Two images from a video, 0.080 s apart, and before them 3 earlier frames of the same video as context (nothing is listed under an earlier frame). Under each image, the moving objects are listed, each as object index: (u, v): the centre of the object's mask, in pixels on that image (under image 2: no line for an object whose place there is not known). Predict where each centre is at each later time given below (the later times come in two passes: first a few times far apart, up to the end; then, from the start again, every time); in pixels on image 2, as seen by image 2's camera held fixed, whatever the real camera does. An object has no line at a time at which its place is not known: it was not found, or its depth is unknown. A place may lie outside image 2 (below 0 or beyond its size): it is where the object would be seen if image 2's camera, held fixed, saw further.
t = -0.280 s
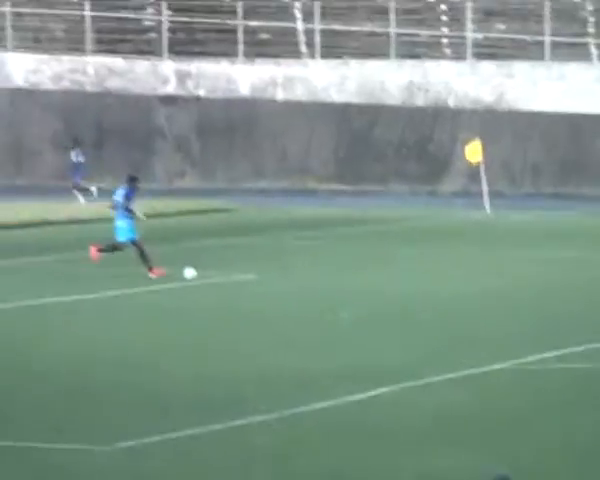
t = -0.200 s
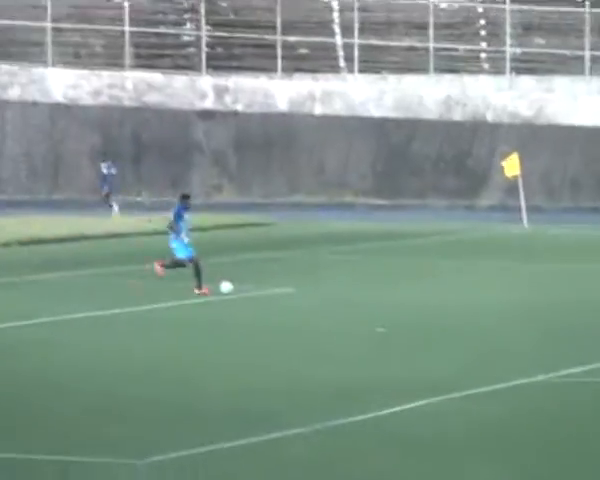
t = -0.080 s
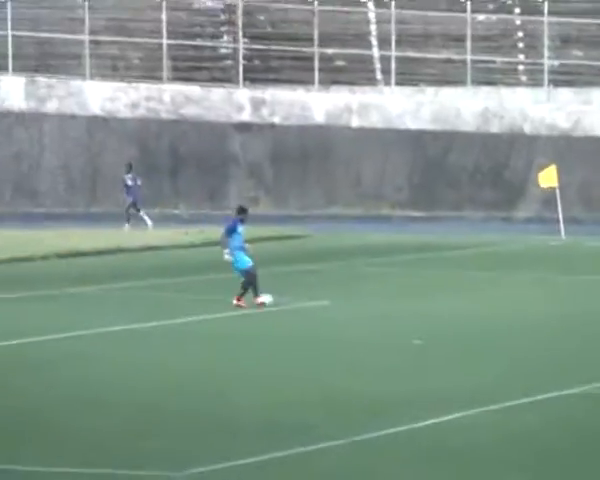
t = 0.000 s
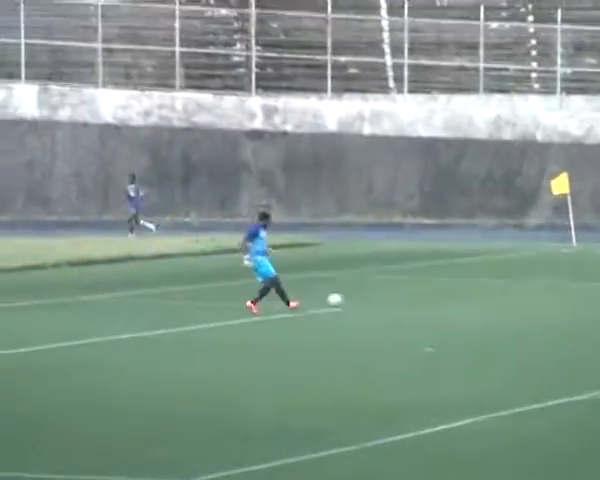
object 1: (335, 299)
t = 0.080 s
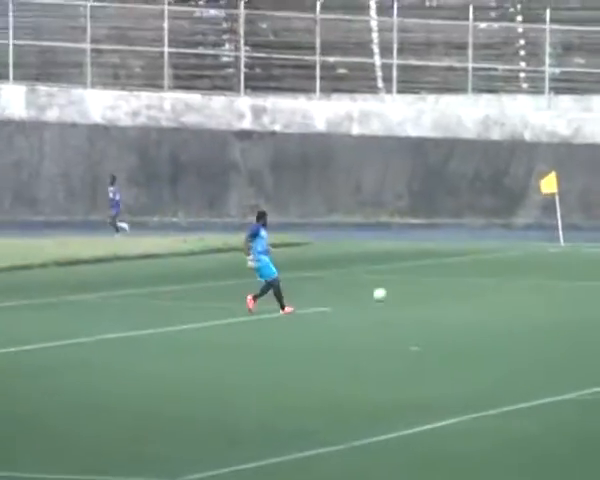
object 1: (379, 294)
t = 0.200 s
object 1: (461, 294)
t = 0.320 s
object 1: (539, 301)
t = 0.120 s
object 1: (407, 293)
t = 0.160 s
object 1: (434, 293)
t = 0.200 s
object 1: (461, 294)
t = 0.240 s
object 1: (487, 295)
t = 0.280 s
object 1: (513, 299)
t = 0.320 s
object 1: (539, 301)
